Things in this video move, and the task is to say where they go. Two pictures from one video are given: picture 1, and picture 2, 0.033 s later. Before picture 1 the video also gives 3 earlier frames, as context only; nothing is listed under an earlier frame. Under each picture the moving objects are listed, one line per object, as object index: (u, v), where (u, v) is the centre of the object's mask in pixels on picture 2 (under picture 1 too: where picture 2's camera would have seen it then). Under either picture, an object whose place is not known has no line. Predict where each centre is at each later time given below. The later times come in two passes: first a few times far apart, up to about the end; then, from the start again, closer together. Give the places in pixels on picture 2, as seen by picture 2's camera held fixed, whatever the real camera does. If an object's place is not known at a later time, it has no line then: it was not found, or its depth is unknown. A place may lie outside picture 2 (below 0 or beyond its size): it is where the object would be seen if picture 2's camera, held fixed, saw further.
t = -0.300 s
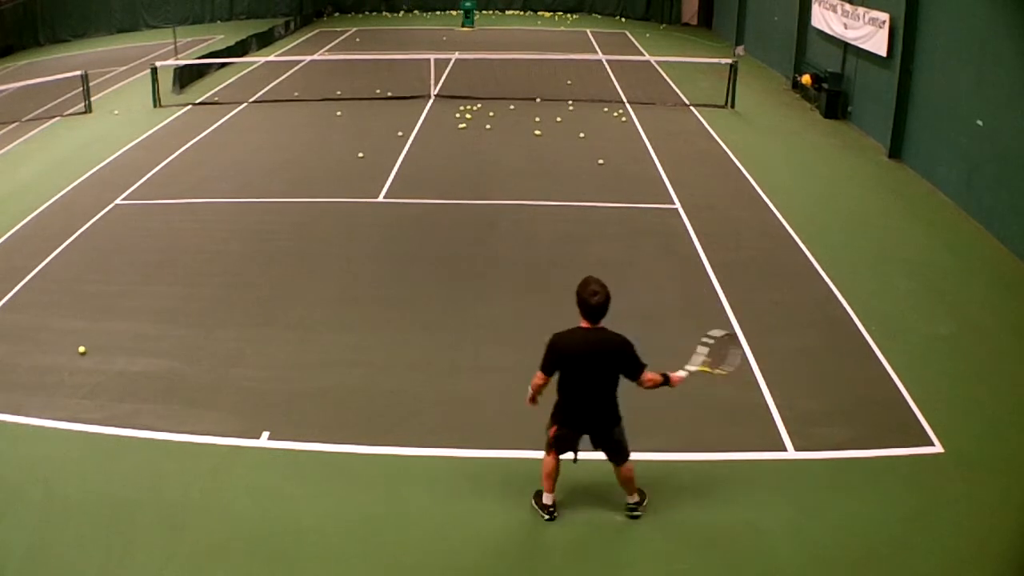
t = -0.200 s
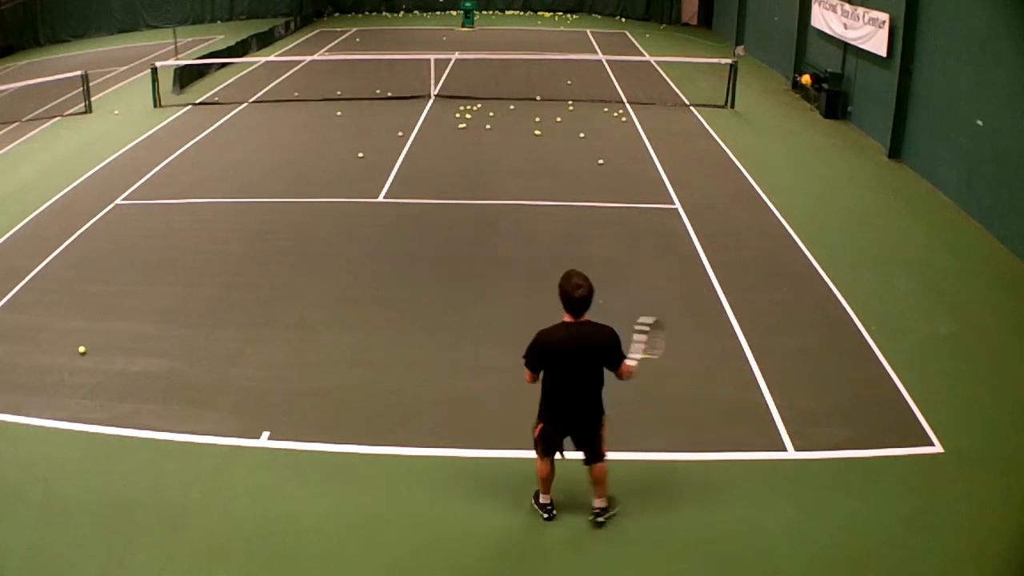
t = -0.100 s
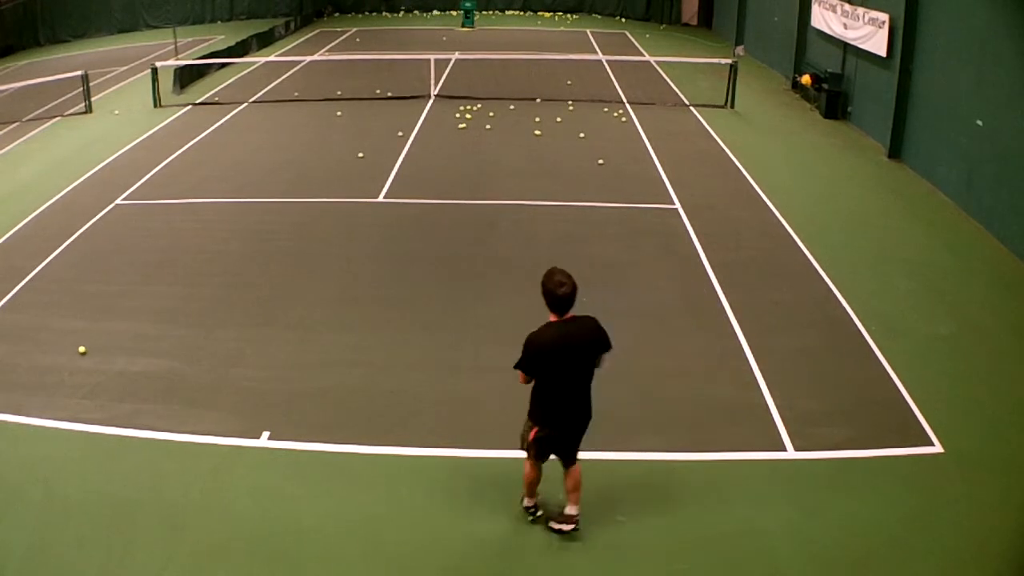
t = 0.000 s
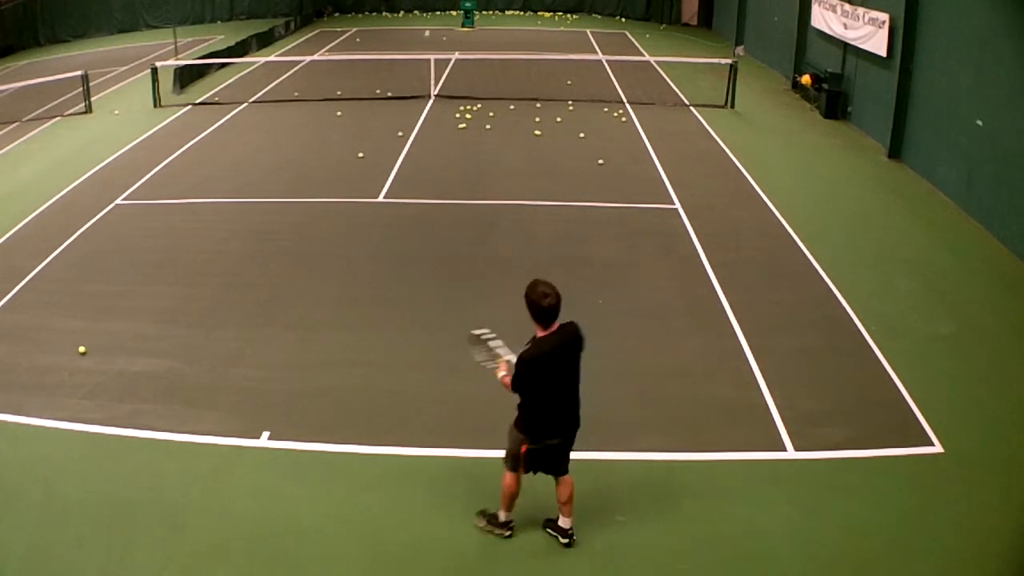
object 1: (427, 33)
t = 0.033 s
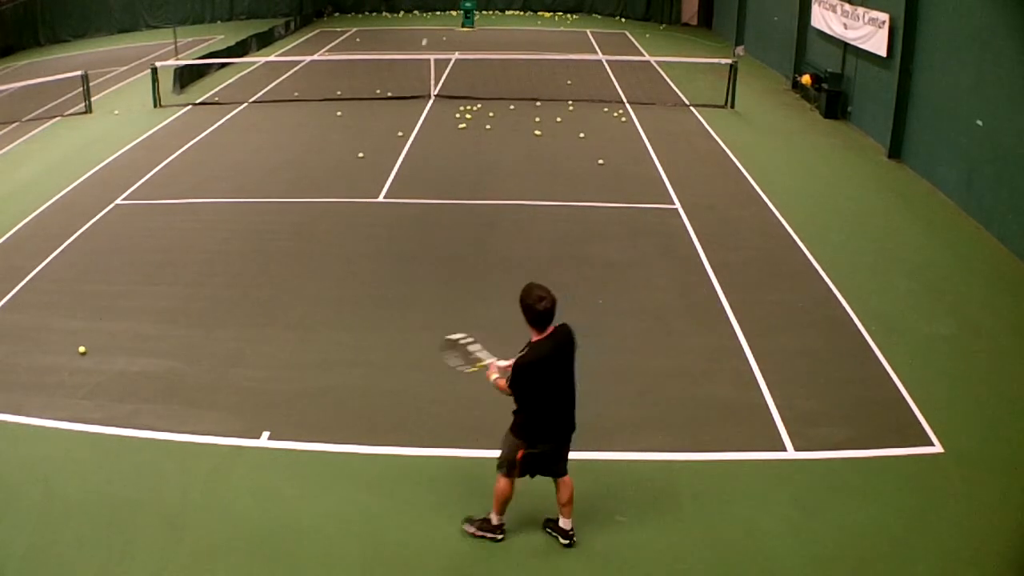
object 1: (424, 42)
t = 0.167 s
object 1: (412, 91)
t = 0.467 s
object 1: (375, 247)
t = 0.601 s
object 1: (357, 241)
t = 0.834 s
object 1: (319, 277)
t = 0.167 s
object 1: (412, 91)
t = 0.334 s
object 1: (391, 192)
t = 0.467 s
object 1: (375, 247)
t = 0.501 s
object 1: (371, 244)
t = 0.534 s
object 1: (366, 242)
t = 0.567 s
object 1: (362, 241)
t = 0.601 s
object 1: (357, 241)
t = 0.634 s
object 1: (352, 240)
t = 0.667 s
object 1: (348, 243)
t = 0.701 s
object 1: (342, 247)
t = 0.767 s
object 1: (331, 258)
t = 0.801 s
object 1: (325, 266)
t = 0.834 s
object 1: (319, 277)
